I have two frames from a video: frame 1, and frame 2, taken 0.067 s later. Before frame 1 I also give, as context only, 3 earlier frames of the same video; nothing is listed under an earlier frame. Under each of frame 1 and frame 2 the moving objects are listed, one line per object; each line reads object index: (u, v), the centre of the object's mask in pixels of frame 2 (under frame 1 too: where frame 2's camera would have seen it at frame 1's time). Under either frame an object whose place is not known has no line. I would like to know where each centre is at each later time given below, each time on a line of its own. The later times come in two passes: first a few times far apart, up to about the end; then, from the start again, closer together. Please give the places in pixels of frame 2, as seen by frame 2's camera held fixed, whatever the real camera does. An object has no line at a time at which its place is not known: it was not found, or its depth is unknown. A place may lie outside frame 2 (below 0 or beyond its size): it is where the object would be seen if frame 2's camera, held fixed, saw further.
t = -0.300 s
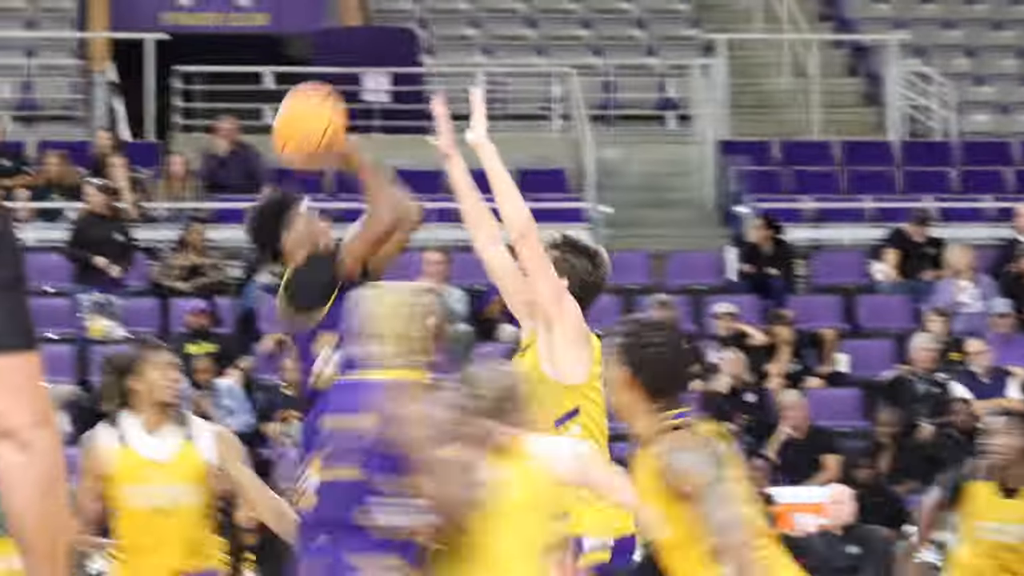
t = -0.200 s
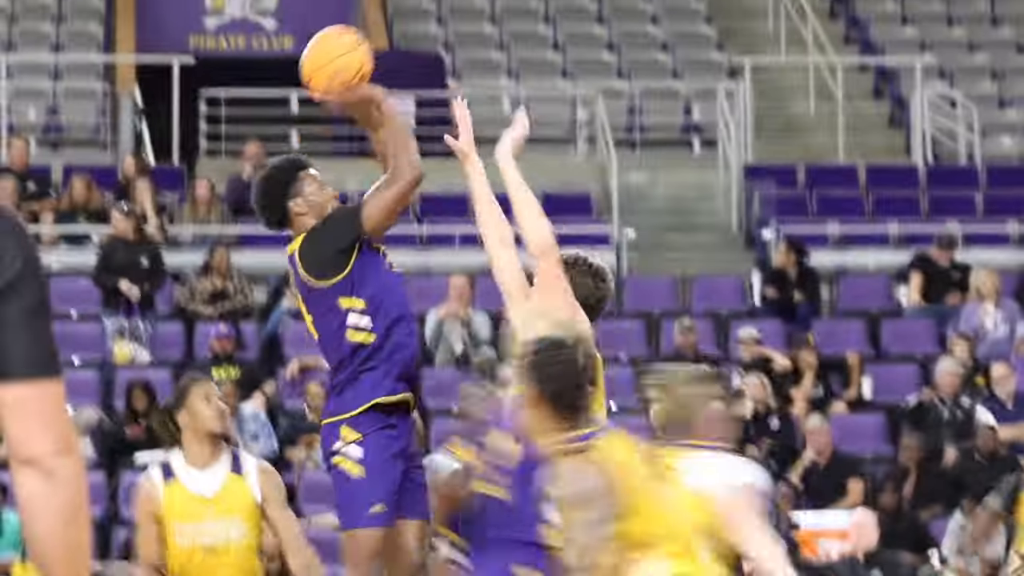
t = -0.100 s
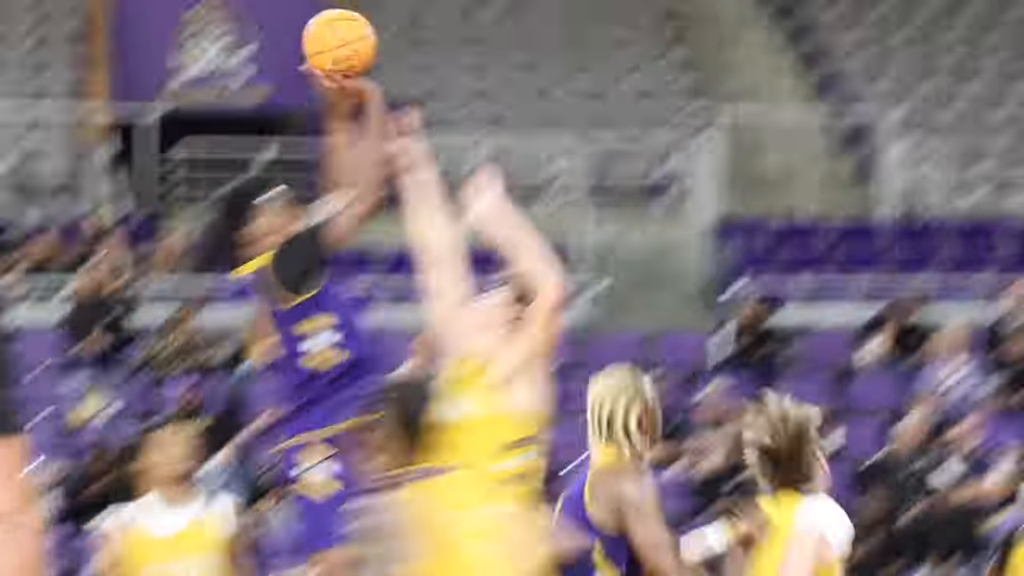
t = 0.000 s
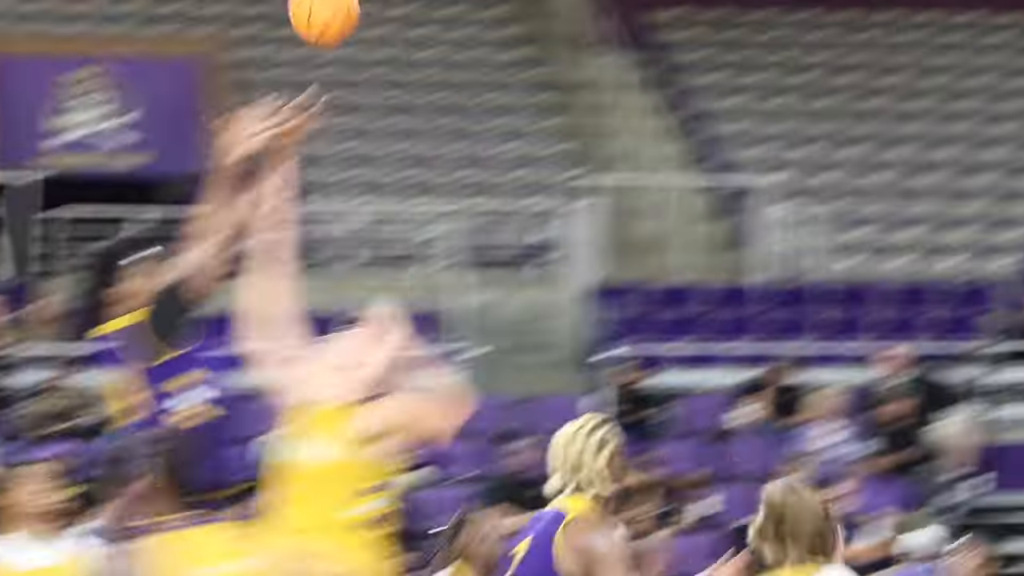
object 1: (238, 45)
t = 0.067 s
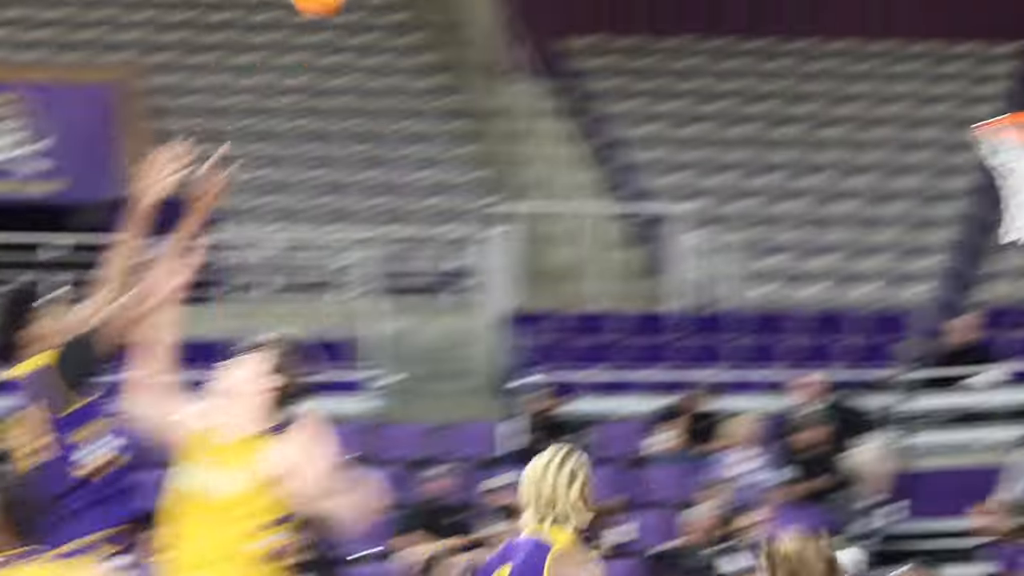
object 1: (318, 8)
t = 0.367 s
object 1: (653, -99)
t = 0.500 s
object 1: (795, -88)
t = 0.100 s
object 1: (353, -8)
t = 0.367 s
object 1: (653, -99)
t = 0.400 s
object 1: (689, -103)
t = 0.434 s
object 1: (726, -105)
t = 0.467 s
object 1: (762, -104)
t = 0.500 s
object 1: (795, -88)
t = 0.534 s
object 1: (832, -73)
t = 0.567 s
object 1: (870, -54)
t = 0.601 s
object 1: (909, -29)
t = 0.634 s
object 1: (947, -4)
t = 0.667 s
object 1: (985, 27)
